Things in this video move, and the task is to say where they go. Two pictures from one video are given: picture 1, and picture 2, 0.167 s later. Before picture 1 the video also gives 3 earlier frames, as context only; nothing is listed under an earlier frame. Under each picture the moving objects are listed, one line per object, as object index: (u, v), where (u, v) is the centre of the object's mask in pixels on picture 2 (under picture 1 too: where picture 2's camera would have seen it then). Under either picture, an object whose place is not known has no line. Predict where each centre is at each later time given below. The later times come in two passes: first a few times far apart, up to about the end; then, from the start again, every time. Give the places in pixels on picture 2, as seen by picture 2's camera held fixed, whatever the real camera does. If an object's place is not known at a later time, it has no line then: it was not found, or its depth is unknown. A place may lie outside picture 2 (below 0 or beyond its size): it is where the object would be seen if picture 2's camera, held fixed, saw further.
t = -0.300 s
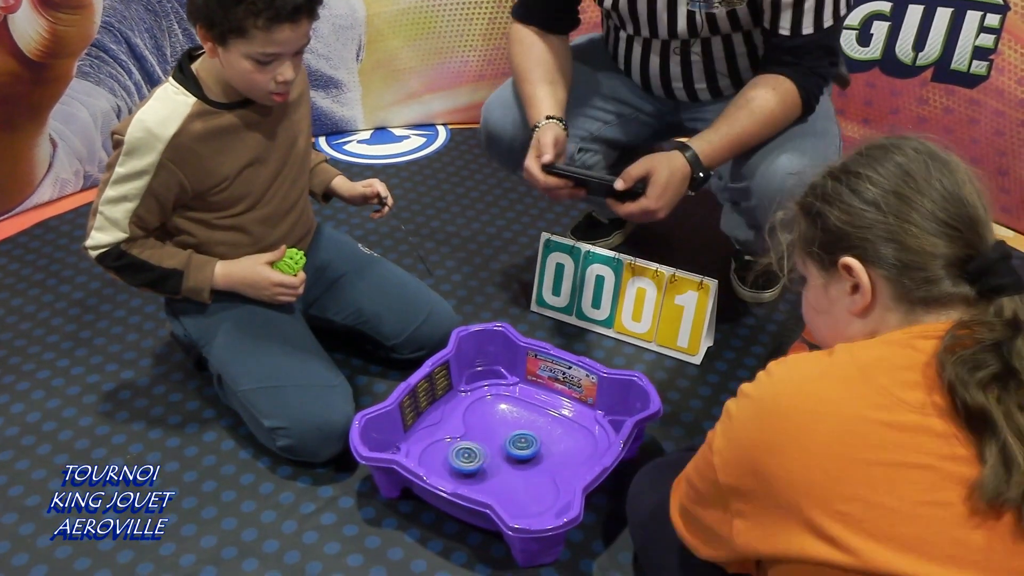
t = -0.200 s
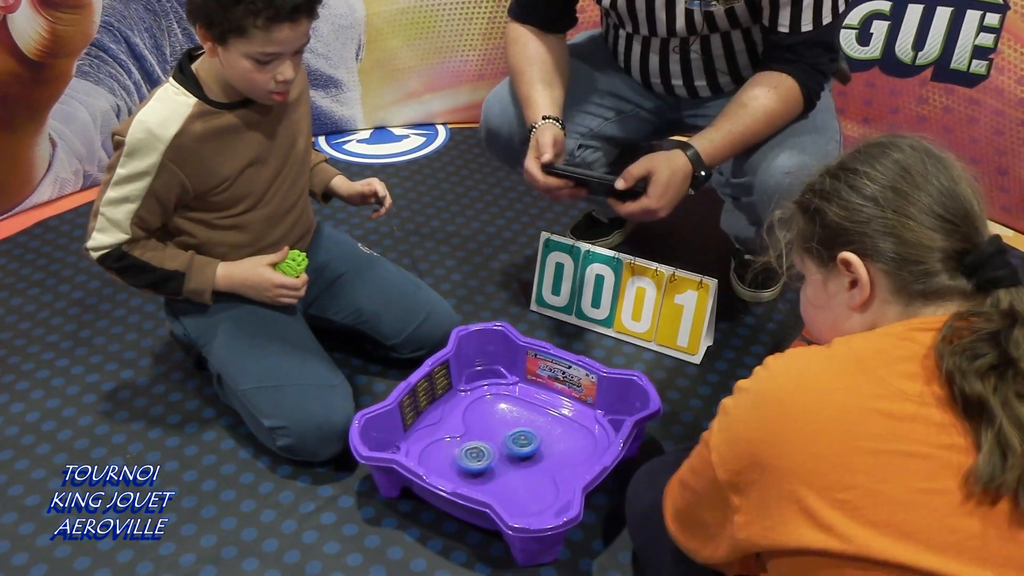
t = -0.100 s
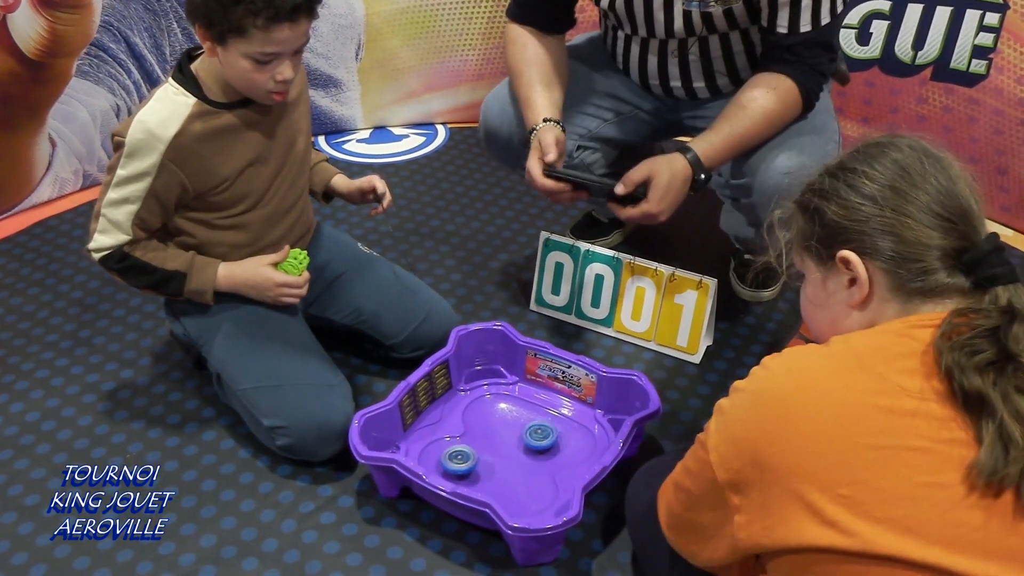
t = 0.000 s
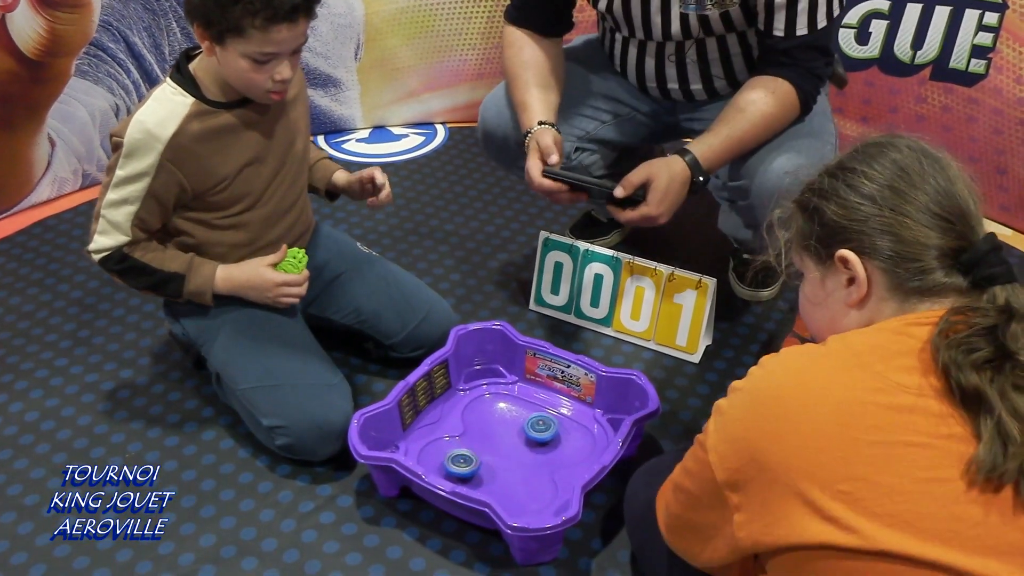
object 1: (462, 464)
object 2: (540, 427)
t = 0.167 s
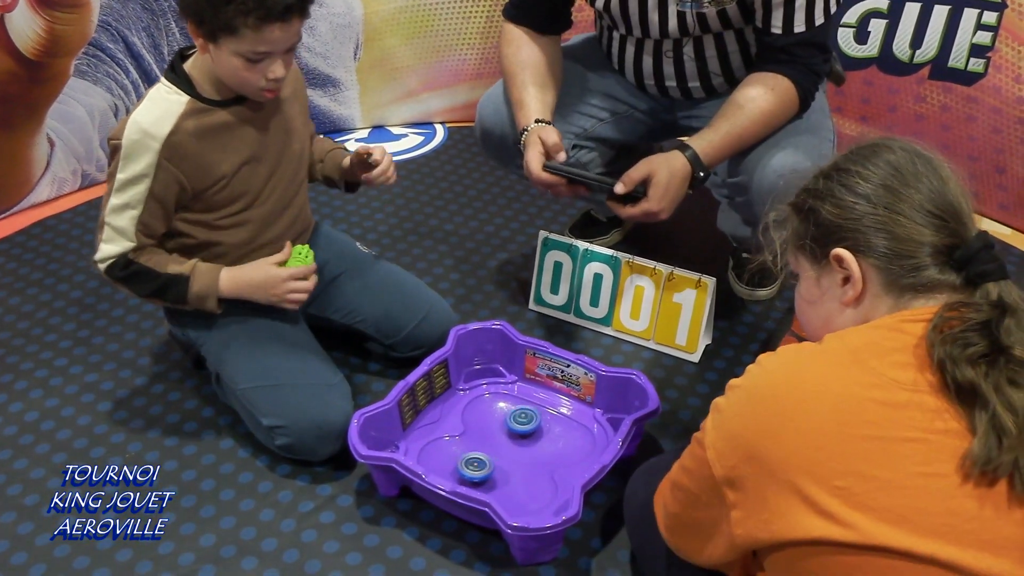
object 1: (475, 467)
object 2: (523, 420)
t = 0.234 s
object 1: (480, 467)
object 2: (515, 419)
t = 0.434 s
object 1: (493, 463)
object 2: (493, 425)
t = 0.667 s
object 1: (515, 477)
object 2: (496, 443)
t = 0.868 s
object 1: (525, 467)
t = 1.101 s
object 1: (525, 463)
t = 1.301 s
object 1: (510, 463)
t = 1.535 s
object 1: (493, 476)
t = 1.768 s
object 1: (497, 483)
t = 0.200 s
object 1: (478, 467)
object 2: (519, 419)
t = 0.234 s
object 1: (480, 467)
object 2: (515, 419)
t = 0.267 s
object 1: (482, 467)
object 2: (511, 419)
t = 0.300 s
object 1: (484, 466)
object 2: (507, 420)
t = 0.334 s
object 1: (487, 466)
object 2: (503, 420)
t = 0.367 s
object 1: (489, 465)
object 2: (499, 421)
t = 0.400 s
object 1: (491, 465)
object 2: (495, 422)
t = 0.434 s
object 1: (493, 463)
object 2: (493, 425)
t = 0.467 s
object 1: (495, 462)
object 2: (491, 429)
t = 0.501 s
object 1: (496, 462)
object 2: (490, 433)
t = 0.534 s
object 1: (499, 464)
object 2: (490, 435)
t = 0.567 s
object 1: (502, 470)
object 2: (491, 437)
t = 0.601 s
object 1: (507, 474)
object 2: (492, 439)
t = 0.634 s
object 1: (510, 475)
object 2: (494, 441)
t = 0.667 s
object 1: (515, 477)
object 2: (496, 443)
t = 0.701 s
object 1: (518, 477)
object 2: (497, 445)
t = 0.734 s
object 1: (522, 476)
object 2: (499, 446)
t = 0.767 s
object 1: (524, 474)
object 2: (500, 447)
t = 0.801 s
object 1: (526, 472)
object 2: (501, 447)
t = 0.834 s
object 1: (525, 468)
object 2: (501, 447)
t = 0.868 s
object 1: (525, 467)
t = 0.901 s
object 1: (526, 467)
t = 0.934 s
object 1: (526, 467)
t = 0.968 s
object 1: (527, 467)
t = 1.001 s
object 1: (527, 466)
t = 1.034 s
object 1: (526, 465)
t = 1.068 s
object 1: (526, 464)
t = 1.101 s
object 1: (525, 463)
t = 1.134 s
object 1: (524, 463)
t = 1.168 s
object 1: (522, 462)
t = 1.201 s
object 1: (520, 462)
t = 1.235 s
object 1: (516, 462)
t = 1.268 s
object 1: (513, 462)
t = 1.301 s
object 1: (510, 463)
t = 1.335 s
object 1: (507, 465)
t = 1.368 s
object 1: (503, 466)
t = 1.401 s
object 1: (500, 469)
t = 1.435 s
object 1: (498, 471)
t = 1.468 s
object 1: (496, 473)
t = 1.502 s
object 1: (494, 475)
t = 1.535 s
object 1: (493, 476)
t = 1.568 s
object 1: (492, 478)
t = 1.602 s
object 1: (493, 479)
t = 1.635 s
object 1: (493, 480)
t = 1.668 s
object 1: (494, 481)
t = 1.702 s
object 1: (494, 481)
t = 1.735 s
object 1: (495, 482)
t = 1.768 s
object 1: (497, 483)
